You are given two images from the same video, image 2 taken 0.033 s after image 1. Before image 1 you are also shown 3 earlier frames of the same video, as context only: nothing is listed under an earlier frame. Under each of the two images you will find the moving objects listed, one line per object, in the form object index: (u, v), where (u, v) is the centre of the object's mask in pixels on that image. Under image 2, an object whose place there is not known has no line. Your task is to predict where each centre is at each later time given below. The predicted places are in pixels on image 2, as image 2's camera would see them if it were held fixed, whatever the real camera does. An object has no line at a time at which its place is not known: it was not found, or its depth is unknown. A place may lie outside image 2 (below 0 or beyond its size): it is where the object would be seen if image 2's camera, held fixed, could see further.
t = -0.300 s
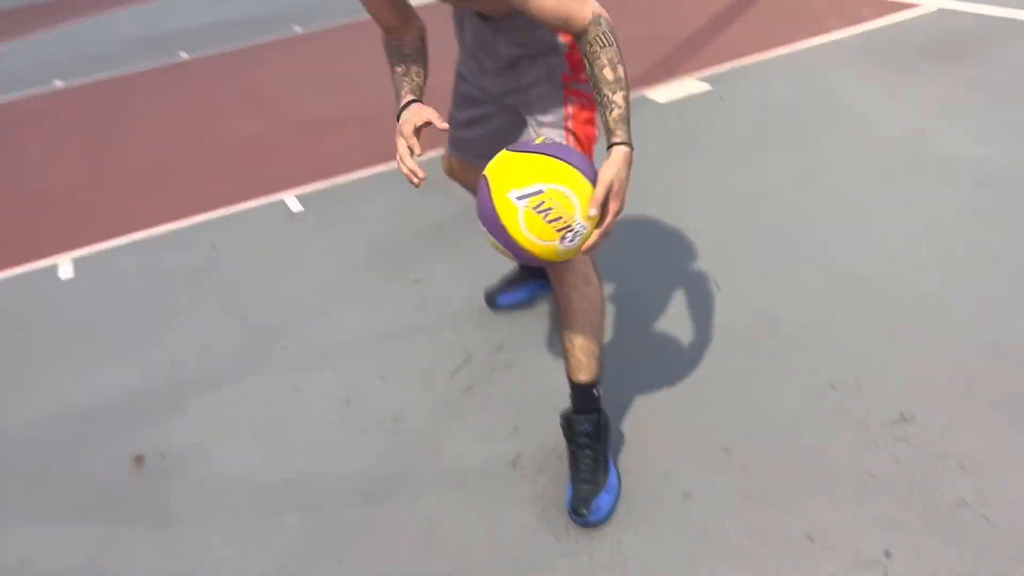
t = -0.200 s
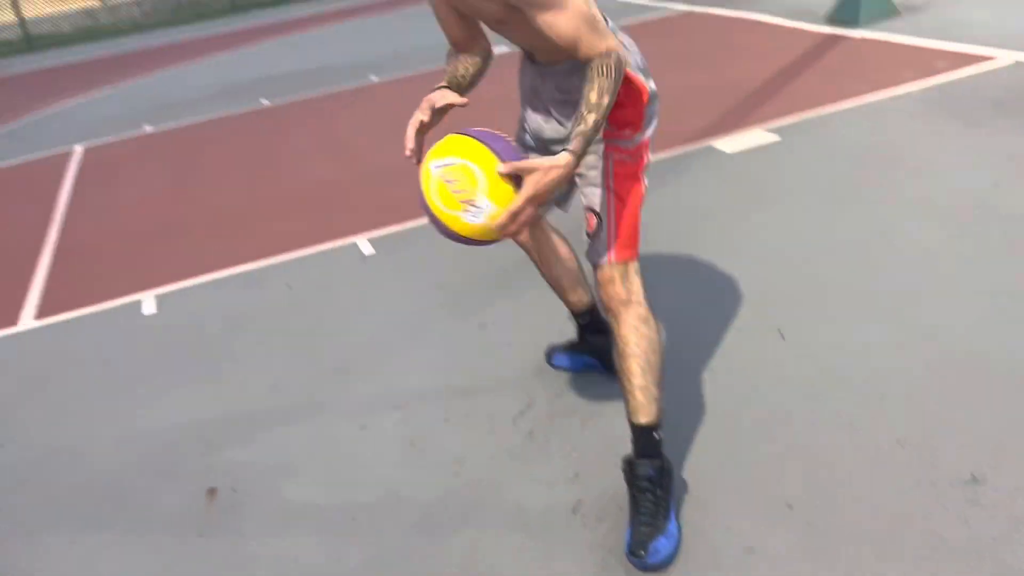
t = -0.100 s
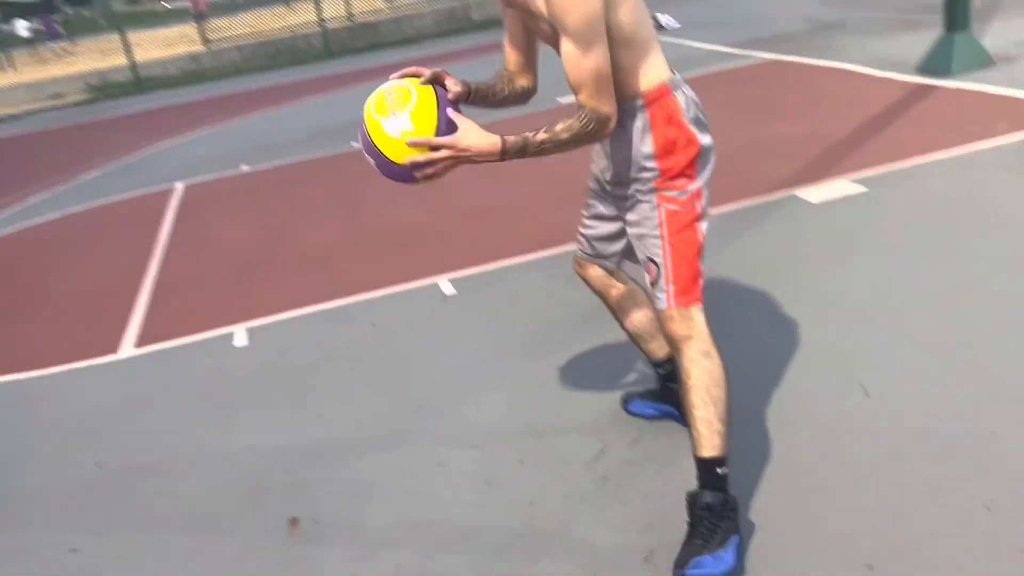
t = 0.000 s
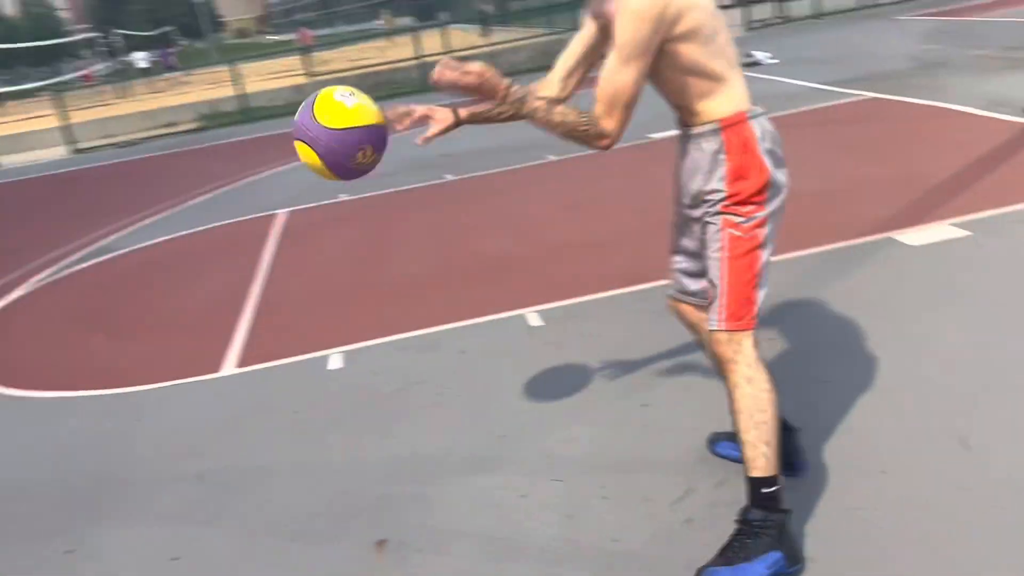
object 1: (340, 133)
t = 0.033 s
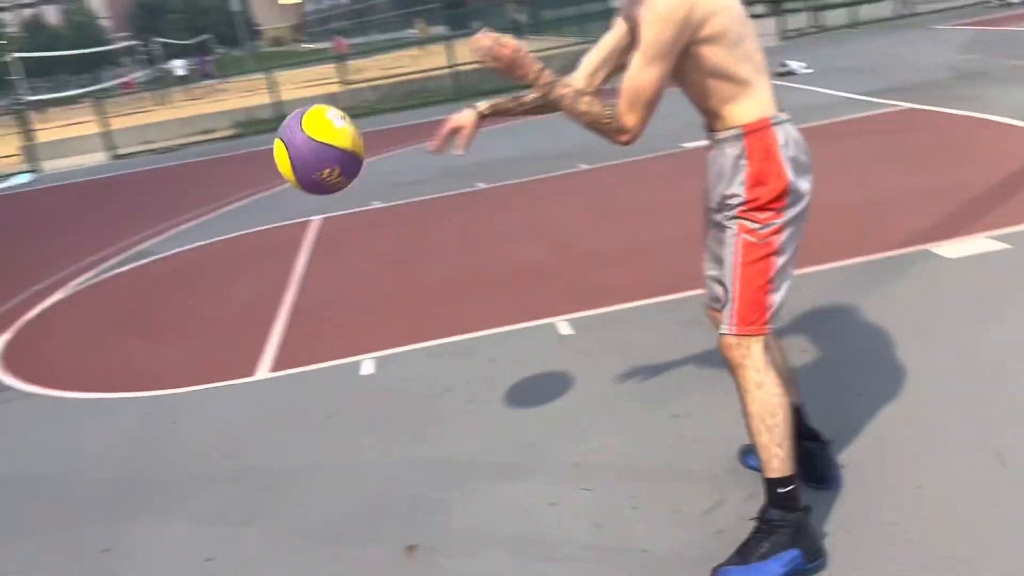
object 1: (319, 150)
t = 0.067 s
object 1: (265, 160)
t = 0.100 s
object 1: (216, 174)
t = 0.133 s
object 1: (173, 188)
